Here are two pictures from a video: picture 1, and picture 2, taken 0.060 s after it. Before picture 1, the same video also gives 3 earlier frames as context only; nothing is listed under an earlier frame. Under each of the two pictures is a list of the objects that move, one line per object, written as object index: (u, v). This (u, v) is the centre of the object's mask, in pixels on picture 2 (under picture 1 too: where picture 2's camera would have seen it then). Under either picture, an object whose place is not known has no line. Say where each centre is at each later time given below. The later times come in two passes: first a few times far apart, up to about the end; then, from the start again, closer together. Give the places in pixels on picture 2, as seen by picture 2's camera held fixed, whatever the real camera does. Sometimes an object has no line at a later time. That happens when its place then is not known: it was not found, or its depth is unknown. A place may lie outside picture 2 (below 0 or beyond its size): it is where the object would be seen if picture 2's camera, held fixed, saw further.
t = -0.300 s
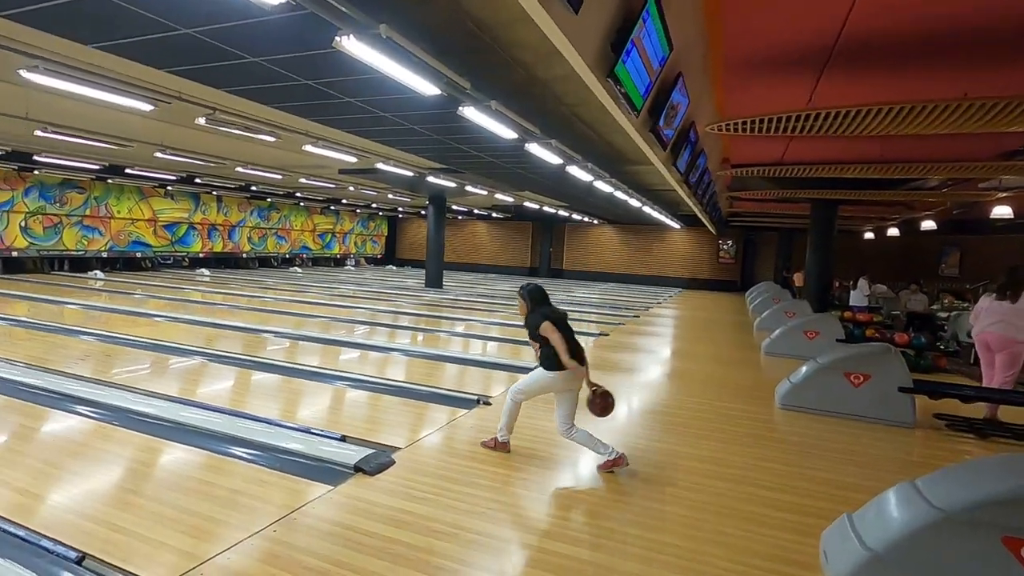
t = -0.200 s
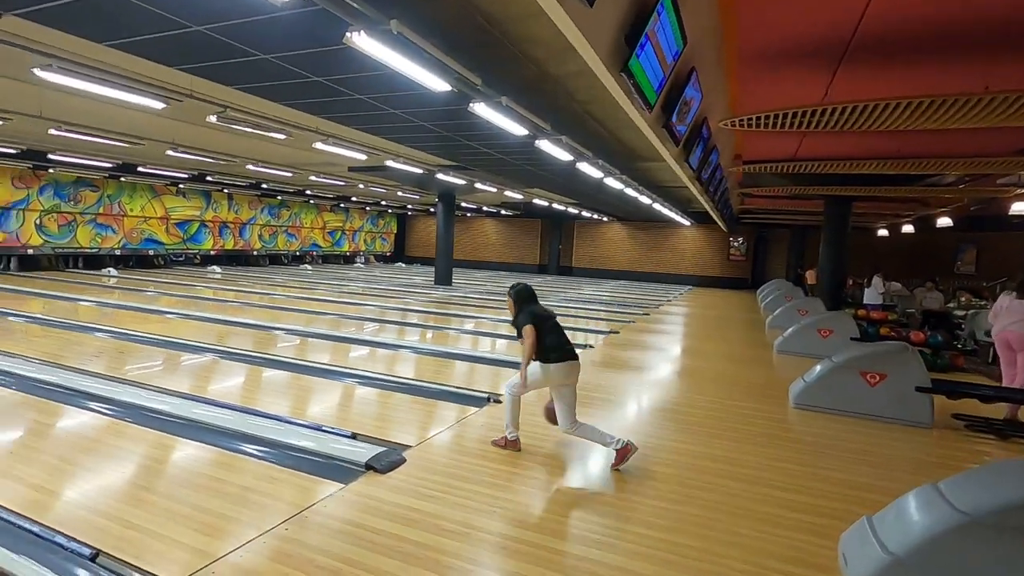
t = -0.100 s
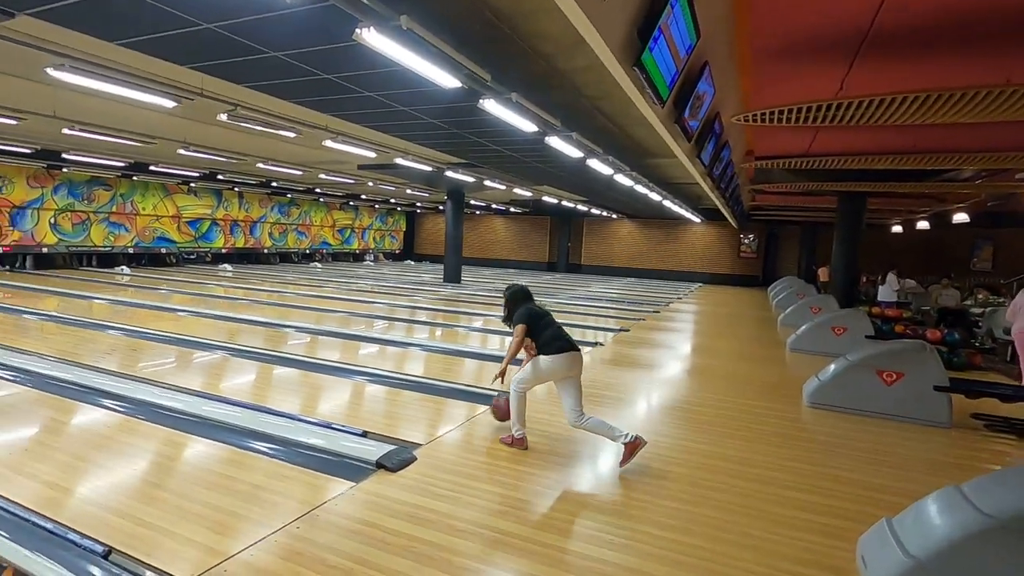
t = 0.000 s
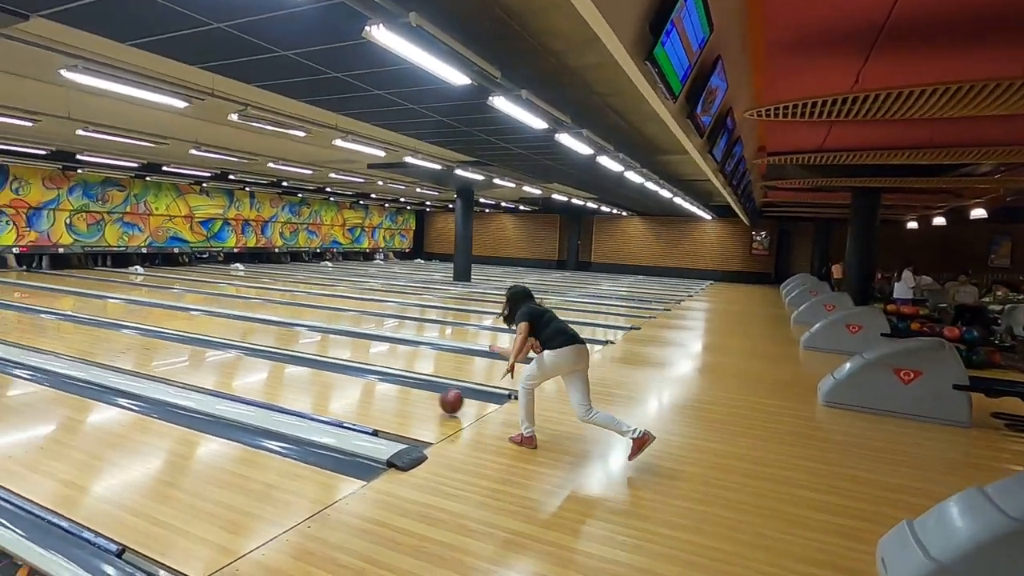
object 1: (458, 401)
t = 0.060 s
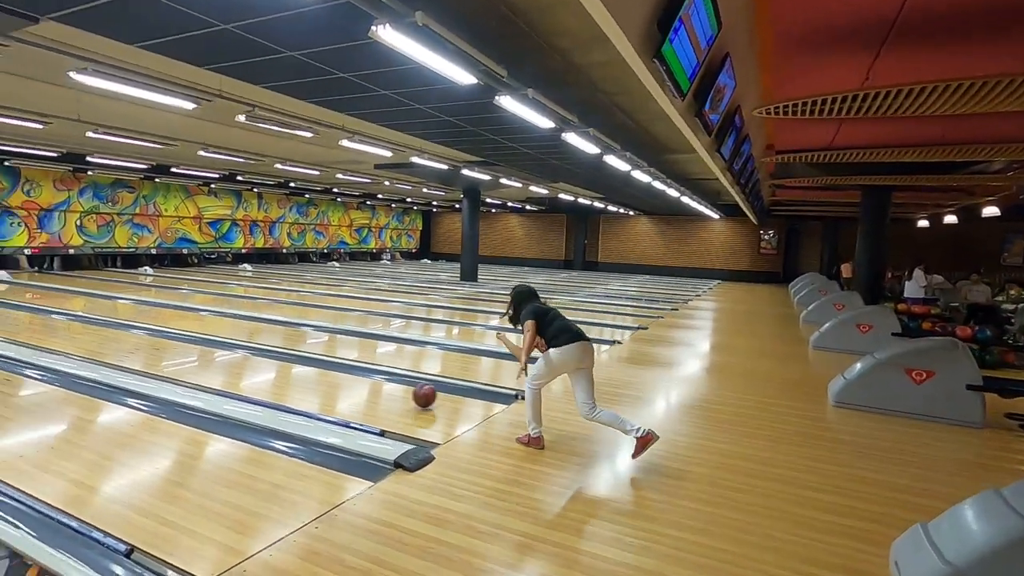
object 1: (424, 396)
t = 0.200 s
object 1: (353, 383)
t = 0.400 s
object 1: (268, 366)
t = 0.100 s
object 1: (403, 393)
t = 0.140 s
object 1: (382, 388)
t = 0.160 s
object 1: (372, 386)
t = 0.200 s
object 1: (353, 383)
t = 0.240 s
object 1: (335, 379)
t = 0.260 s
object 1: (326, 377)
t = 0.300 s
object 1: (309, 374)
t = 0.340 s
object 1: (291, 370)
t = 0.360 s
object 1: (284, 369)
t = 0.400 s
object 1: (268, 366)
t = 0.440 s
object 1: (254, 362)
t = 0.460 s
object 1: (247, 361)
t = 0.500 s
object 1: (233, 358)
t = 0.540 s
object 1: (219, 356)
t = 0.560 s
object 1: (214, 354)
